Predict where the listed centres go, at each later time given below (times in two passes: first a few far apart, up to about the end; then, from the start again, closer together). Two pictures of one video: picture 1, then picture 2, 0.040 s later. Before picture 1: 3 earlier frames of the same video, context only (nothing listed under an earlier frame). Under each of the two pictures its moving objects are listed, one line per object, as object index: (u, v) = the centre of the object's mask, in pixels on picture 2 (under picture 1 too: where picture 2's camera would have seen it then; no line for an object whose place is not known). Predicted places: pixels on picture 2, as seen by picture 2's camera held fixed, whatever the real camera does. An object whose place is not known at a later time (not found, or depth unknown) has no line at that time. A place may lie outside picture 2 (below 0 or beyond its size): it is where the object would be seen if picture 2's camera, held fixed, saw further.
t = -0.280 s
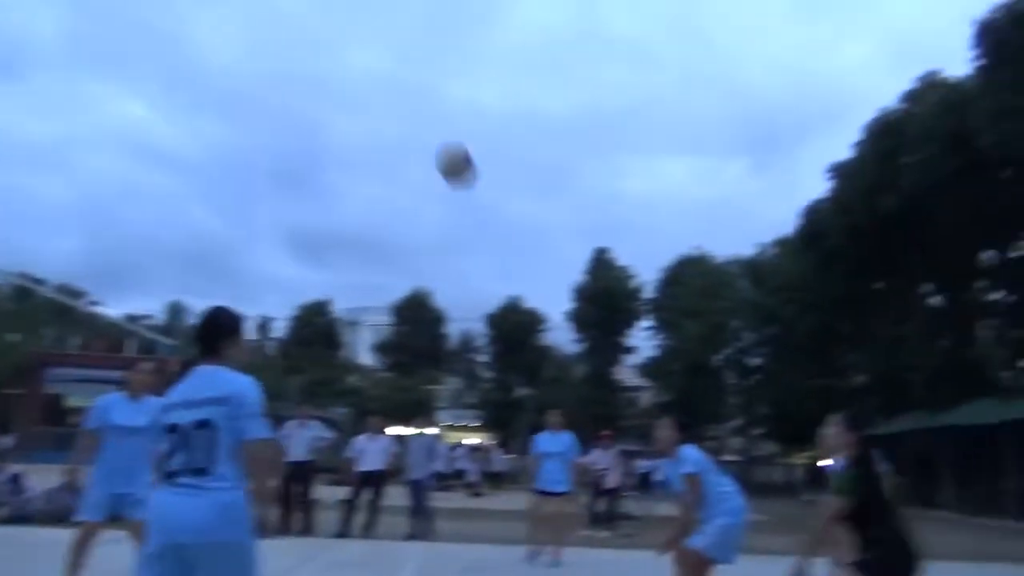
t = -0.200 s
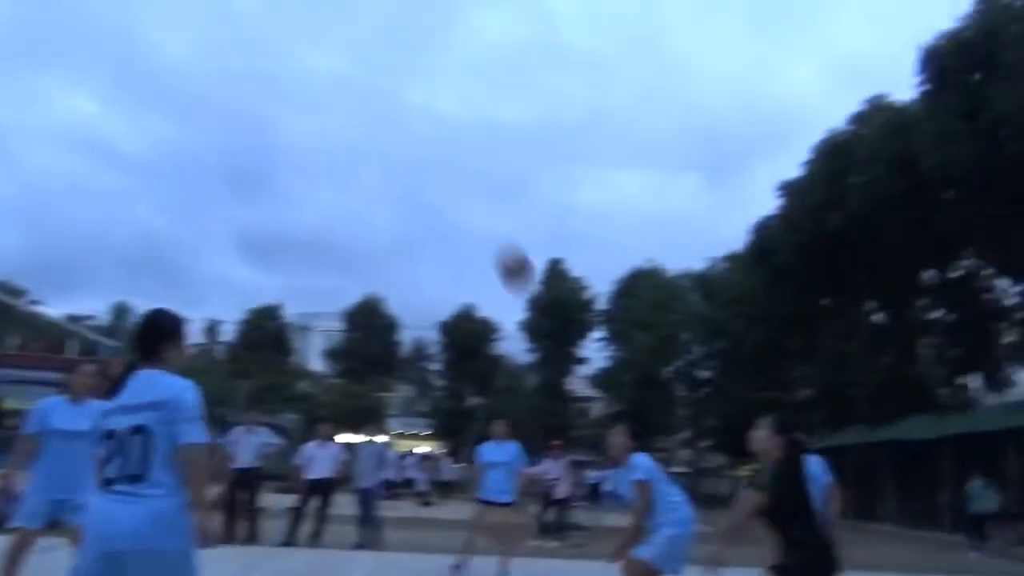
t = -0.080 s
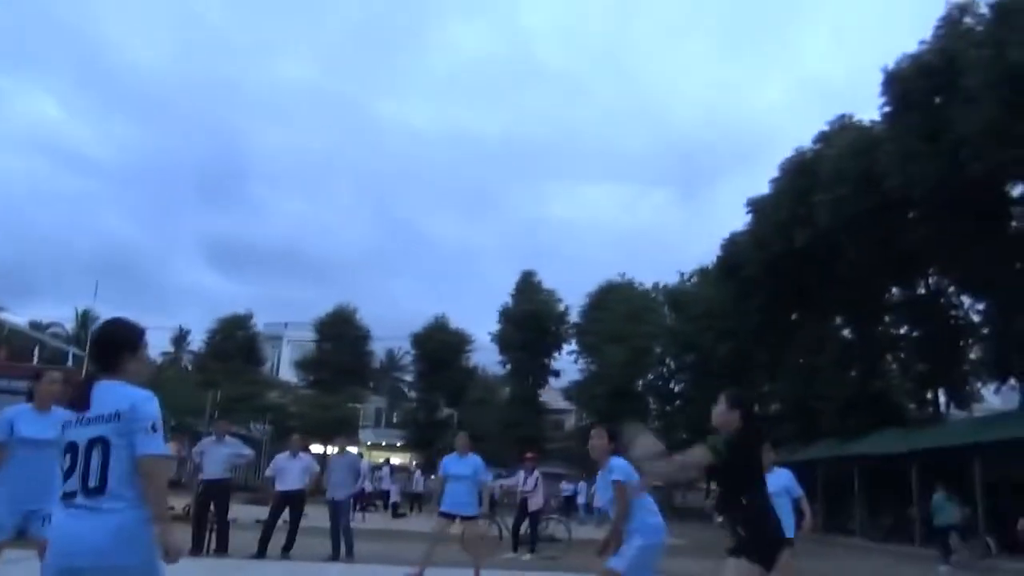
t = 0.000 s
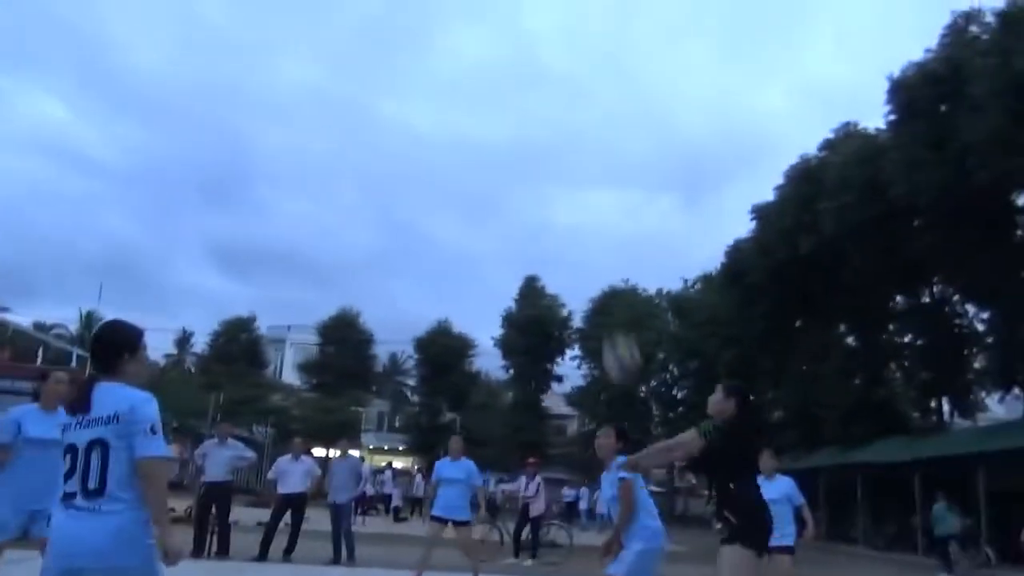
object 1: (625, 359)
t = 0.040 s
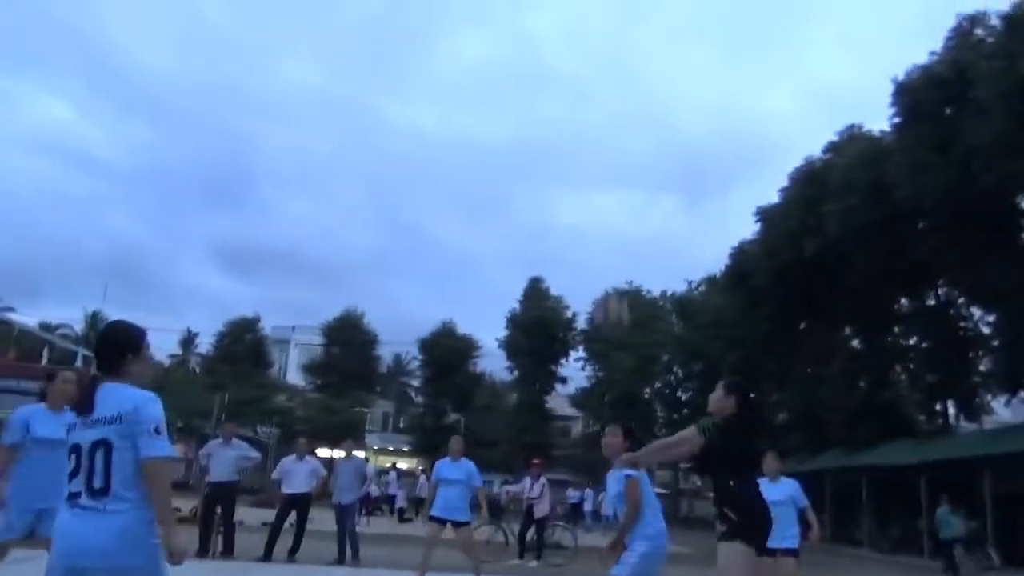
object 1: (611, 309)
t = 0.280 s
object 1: (528, 105)
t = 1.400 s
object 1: (236, 274)
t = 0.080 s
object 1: (595, 268)
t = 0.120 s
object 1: (580, 229)
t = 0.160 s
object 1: (567, 194)
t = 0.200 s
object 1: (553, 160)
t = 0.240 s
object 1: (541, 130)
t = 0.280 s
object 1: (528, 105)
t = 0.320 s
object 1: (516, 83)
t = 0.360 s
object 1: (505, 60)
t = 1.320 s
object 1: (258, 215)
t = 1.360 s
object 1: (247, 244)
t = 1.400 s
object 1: (236, 274)
